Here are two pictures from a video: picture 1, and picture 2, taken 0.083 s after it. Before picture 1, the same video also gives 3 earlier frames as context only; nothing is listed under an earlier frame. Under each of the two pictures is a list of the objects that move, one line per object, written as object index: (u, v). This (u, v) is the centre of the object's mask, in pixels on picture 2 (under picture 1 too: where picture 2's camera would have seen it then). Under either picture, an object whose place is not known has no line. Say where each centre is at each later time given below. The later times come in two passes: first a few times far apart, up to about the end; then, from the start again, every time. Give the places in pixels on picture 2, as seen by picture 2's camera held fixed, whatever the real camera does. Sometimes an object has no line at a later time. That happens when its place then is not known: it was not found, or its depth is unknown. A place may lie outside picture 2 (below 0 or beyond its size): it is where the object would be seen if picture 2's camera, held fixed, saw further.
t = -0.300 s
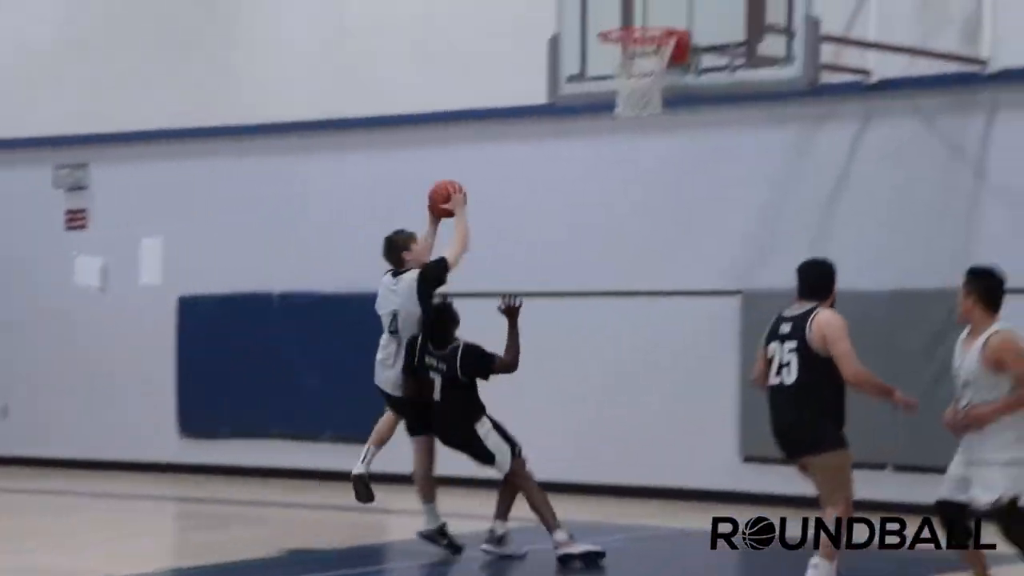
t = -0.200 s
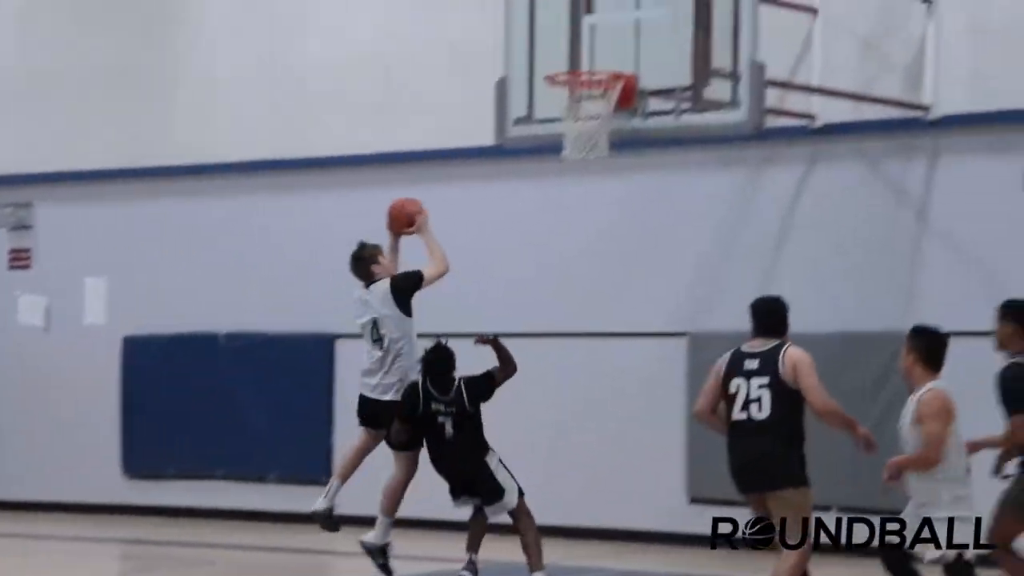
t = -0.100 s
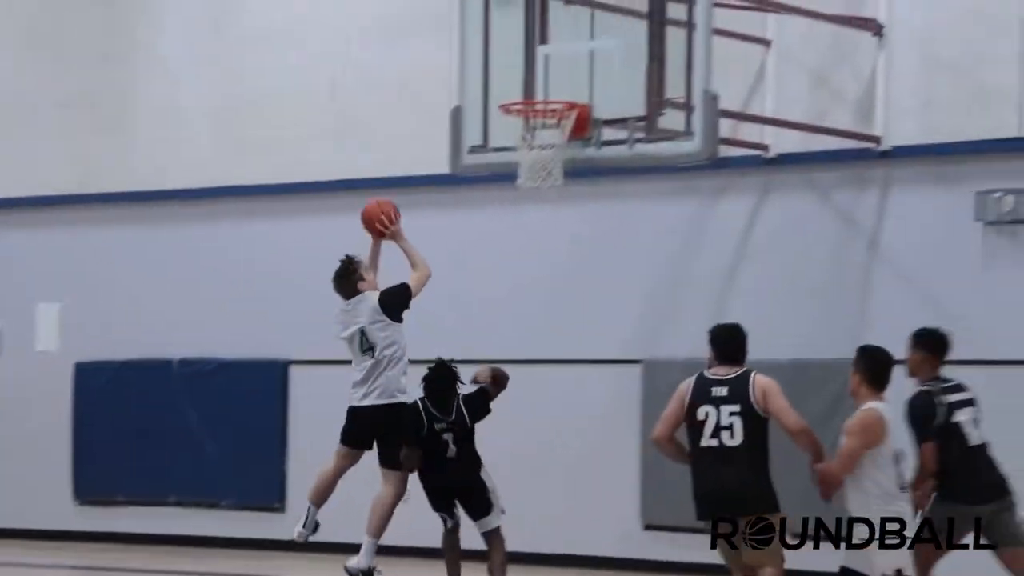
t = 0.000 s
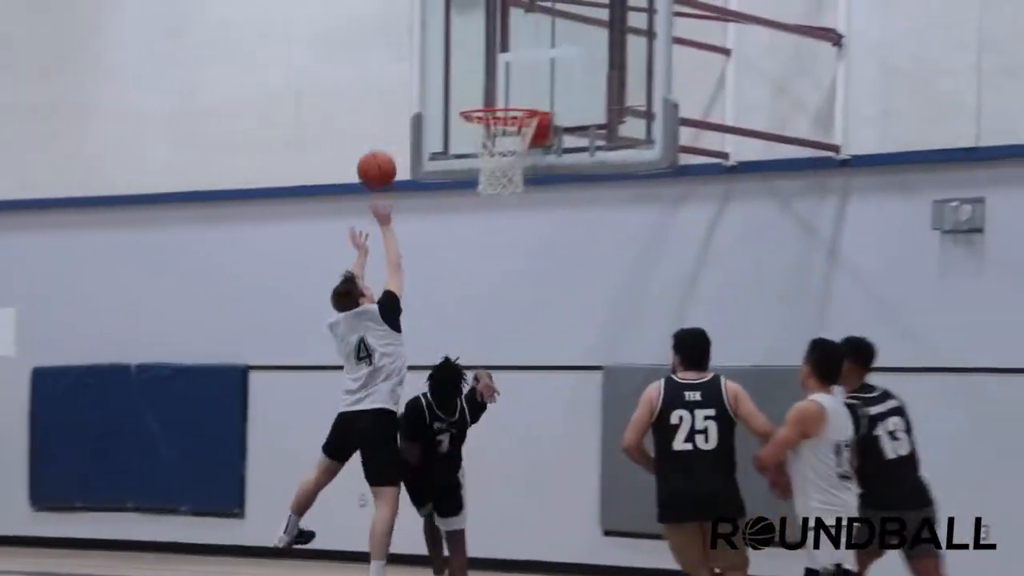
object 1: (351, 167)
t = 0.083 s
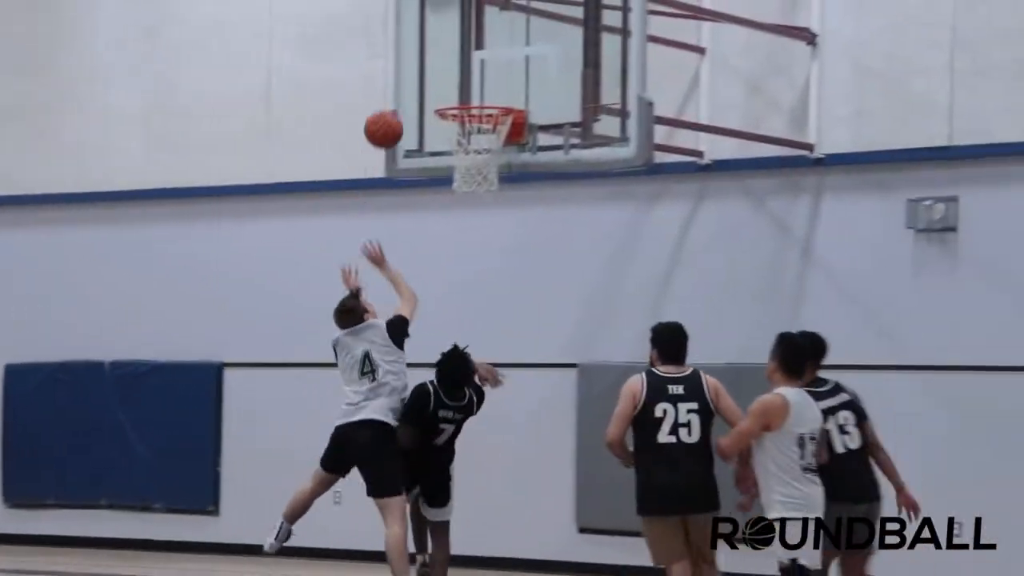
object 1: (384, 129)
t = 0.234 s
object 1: (439, 89)
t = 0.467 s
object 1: (458, 87)
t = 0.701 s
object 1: (472, 93)
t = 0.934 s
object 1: (498, 144)
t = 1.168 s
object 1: (484, 198)
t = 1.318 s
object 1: (467, 267)
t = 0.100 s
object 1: (390, 123)
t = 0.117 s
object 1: (396, 117)
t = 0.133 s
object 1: (402, 112)
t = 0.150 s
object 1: (409, 107)
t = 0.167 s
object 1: (415, 102)
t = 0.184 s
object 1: (421, 98)
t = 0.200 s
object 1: (427, 94)
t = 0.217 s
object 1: (433, 91)
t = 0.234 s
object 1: (439, 89)
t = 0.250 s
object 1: (445, 87)
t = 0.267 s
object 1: (452, 85)
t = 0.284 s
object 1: (458, 84)
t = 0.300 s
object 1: (458, 84)
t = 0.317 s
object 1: (458, 85)
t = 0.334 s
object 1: (458, 85)
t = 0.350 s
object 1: (457, 86)
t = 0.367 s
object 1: (457, 87)
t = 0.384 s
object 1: (457, 89)
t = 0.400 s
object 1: (457, 90)
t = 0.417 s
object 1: (457, 90)
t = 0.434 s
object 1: (457, 88)
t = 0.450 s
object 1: (458, 88)
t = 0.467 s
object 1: (458, 87)
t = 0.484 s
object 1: (459, 87)
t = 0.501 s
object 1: (459, 86)
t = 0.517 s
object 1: (459, 86)
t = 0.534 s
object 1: (460, 87)
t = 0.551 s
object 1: (460, 88)
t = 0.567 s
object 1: (461, 89)
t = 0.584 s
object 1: (461, 91)
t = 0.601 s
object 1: (462, 92)
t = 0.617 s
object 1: (462, 94)
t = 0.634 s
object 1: (463, 94)
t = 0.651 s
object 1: (465, 93)
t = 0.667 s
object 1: (467, 93)
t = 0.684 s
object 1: (470, 93)
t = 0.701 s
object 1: (472, 93)
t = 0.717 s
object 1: (474, 94)
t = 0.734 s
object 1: (476, 95)
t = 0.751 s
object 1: (478, 96)
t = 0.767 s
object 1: (481, 97)
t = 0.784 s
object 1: (483, 99)
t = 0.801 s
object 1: (484, 100)
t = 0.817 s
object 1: (486, 119)
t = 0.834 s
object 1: (488, 123)
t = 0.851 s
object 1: (492, 126)
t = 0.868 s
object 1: (494, 130)
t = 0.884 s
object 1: (495, 133)
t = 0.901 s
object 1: (496, 137)
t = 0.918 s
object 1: (497, 142)
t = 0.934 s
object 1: (498, 144)
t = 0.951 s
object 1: (499, 148)
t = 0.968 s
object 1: (498, 153)
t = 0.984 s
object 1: (498, 154)
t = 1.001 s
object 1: (498, 157)
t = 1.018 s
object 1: (498, 159)
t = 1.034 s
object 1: (498, 164)
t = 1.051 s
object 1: (495, 167)
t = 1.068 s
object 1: (494, 170)
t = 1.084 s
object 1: (493, 175)
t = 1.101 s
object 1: (491, 180)
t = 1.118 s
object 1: (490, 184)
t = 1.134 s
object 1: (488, 190)
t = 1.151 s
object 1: (486, 193)
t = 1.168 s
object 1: (484, 198)
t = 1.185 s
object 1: (482, 205)
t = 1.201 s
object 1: (480, 210)
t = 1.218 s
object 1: (478, 217)
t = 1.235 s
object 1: (476, 224)
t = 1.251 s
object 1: (475, 231)
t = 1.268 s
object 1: (473, 240)
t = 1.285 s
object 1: (471, 248)
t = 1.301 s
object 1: (469, 258)
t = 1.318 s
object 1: (467, 267)
